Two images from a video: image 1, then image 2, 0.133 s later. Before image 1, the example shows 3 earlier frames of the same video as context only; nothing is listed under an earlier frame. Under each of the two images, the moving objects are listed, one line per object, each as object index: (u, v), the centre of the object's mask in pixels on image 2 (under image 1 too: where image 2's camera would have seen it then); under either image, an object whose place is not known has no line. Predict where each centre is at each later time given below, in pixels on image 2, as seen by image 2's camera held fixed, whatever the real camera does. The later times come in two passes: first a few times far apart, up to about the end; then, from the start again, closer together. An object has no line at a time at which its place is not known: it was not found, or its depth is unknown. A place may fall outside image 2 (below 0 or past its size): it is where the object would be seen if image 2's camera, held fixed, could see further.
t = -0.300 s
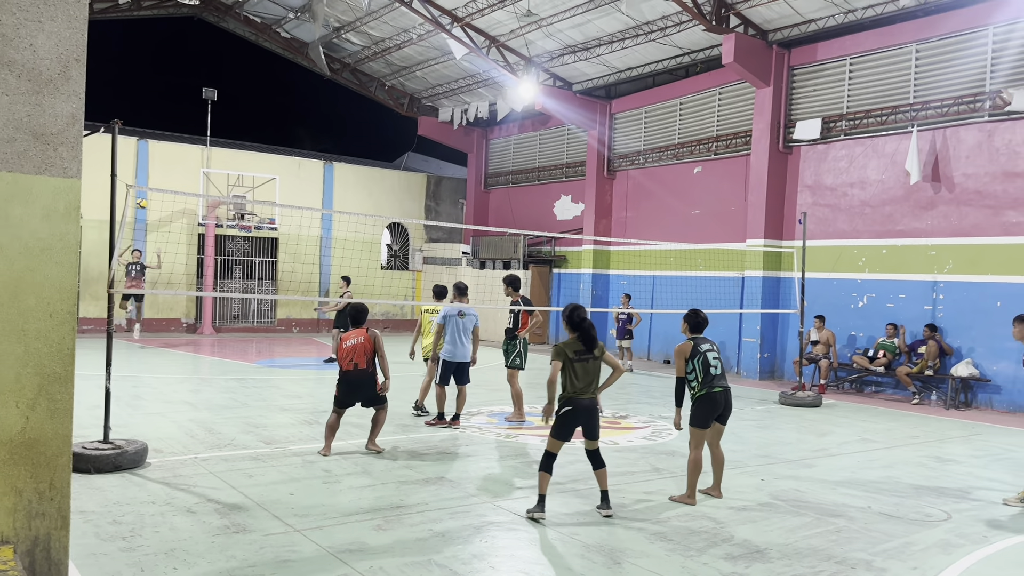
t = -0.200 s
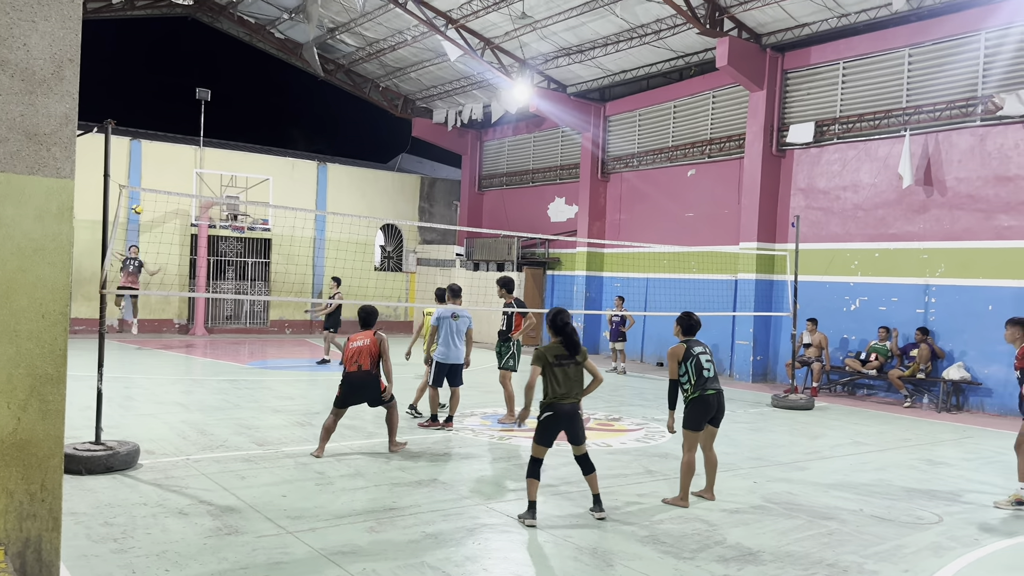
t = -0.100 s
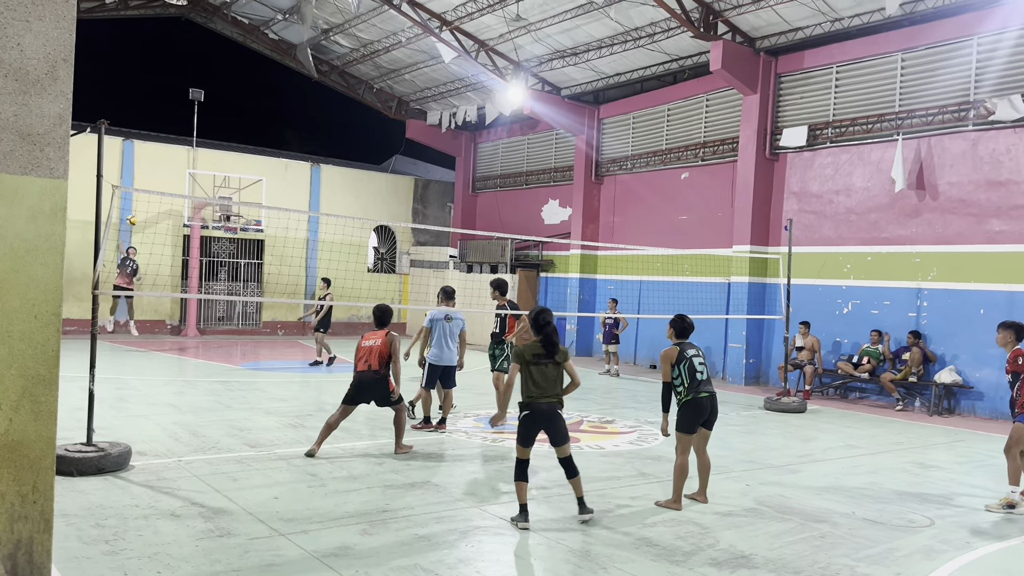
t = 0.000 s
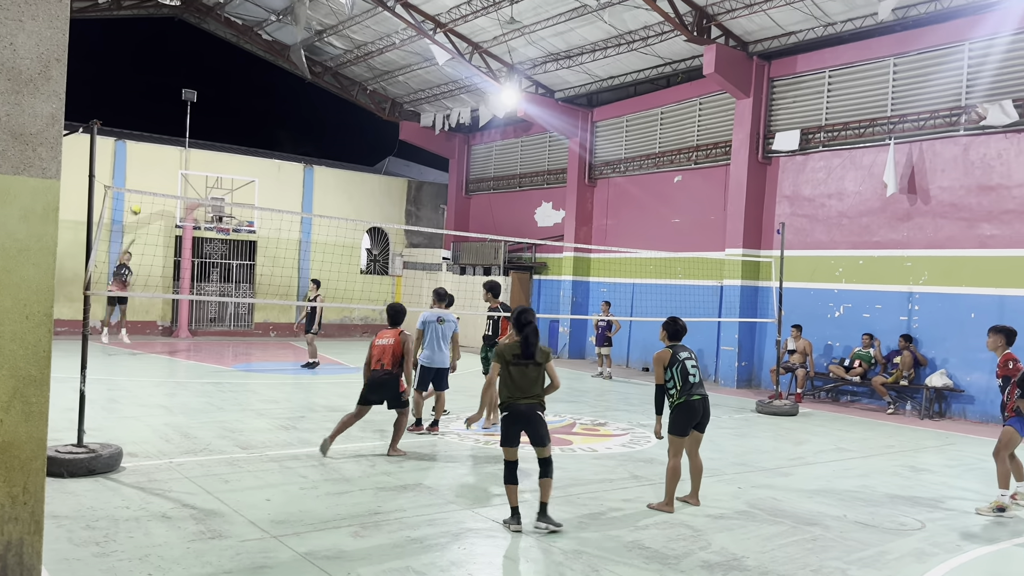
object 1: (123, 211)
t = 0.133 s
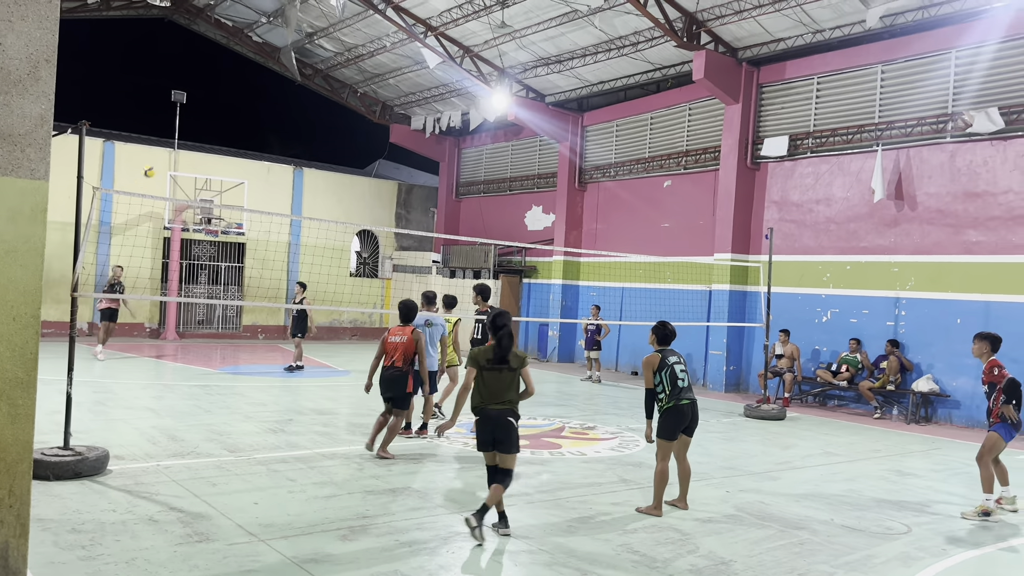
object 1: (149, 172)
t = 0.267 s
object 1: (177, 136)
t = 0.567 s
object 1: (253, 75)
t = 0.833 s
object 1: (337, 60)
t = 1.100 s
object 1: (461, 127)
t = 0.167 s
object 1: (156, 162)
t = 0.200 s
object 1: (162, 153)
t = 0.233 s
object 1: (169, 144)
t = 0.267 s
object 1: (177, 136)
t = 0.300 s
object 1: (185, 128)
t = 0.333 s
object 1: (193, 120)
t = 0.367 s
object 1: (201, 112)
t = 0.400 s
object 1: (209, 105)
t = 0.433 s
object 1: (218, 98)
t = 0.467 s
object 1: (226, 92)
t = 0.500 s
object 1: (235, 86)
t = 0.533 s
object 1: (244, 80)
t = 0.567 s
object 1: (253, 75)
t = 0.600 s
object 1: (263, 70)
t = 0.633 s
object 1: (272, 66)
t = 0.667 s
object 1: (282, 63)
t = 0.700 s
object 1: (292, 61)
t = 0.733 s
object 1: (303, 59)
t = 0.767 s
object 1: (314, 58)
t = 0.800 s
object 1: (325, 59)
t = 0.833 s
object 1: (337, 60)
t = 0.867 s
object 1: (349, 63)
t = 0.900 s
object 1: (364, 67)
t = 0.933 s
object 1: (378, 72)
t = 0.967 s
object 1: (393, 79)
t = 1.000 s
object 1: (409, 88)
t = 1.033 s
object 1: (426, 100)
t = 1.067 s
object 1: (444, 112)
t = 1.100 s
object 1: (461, 127)
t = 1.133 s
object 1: (480, 144)
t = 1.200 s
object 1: (523, 189)
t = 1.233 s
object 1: (545, 217)
